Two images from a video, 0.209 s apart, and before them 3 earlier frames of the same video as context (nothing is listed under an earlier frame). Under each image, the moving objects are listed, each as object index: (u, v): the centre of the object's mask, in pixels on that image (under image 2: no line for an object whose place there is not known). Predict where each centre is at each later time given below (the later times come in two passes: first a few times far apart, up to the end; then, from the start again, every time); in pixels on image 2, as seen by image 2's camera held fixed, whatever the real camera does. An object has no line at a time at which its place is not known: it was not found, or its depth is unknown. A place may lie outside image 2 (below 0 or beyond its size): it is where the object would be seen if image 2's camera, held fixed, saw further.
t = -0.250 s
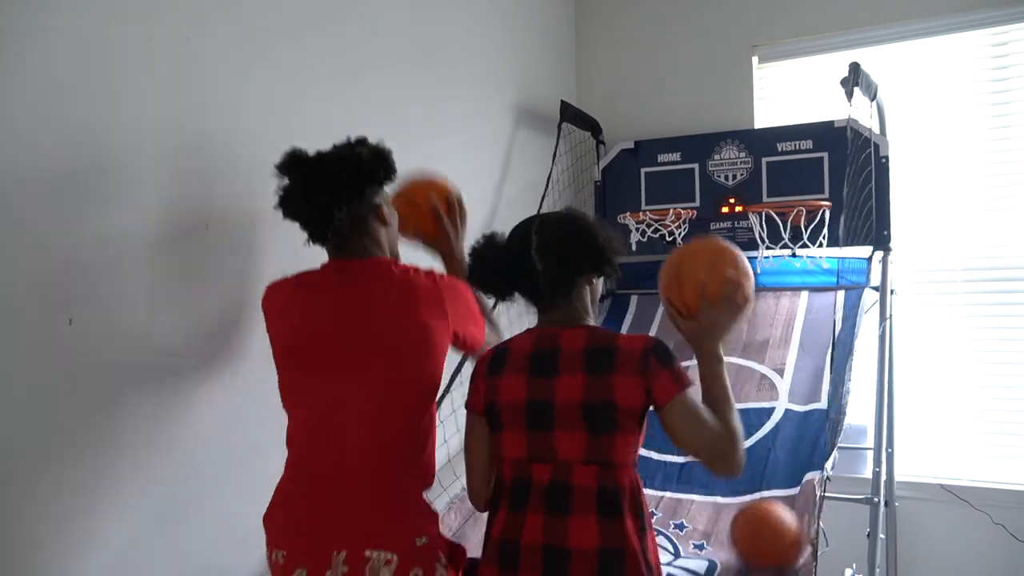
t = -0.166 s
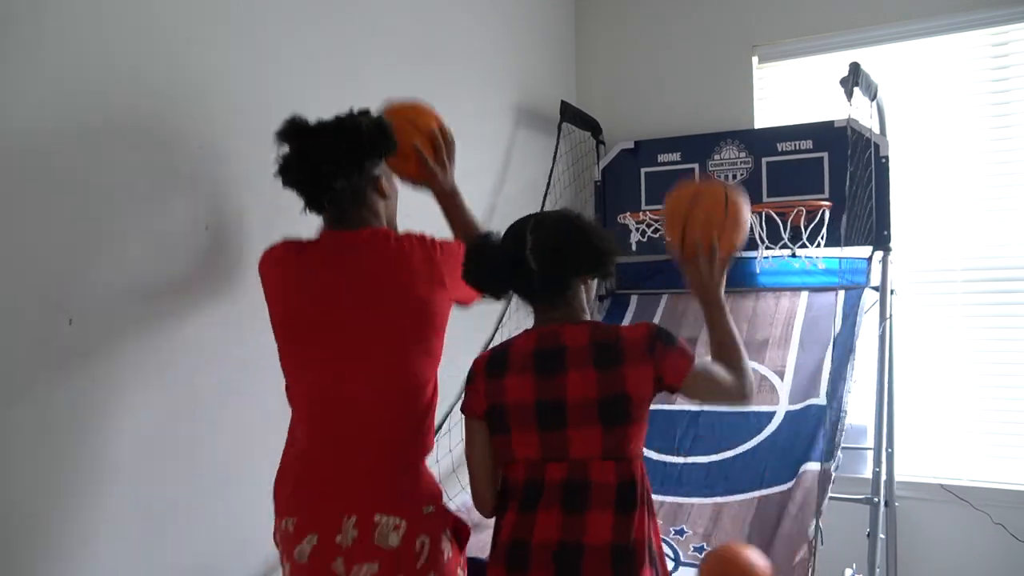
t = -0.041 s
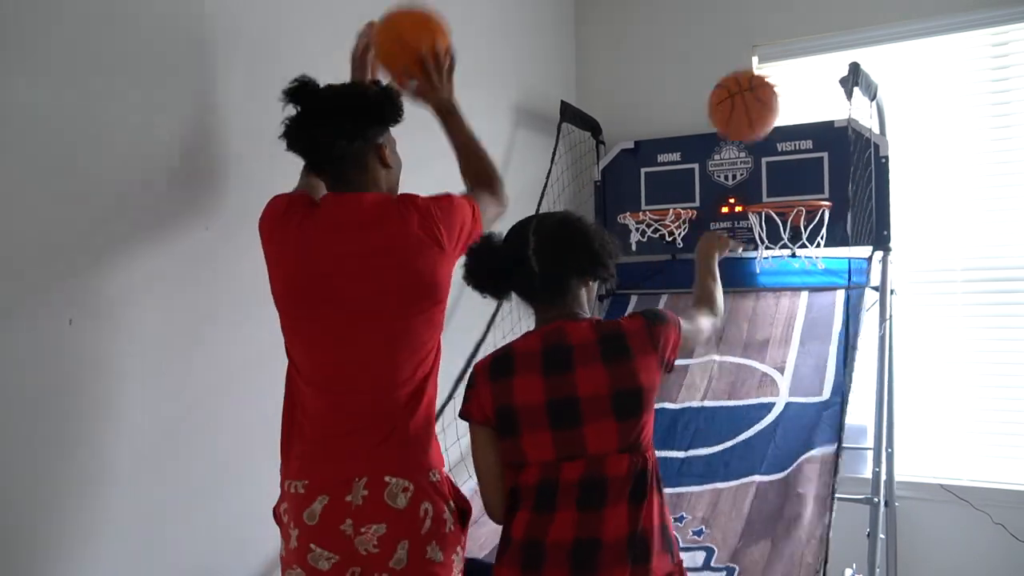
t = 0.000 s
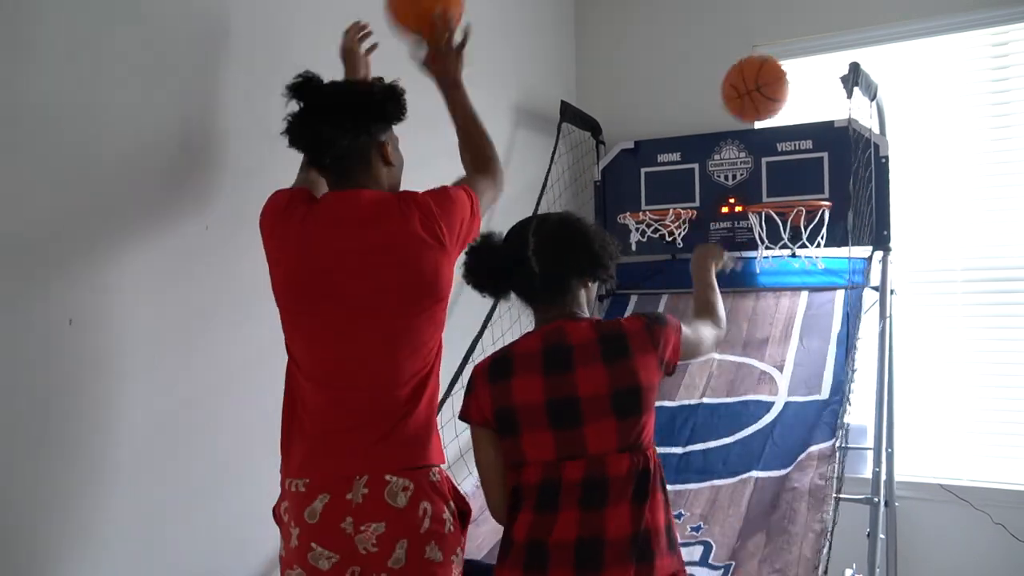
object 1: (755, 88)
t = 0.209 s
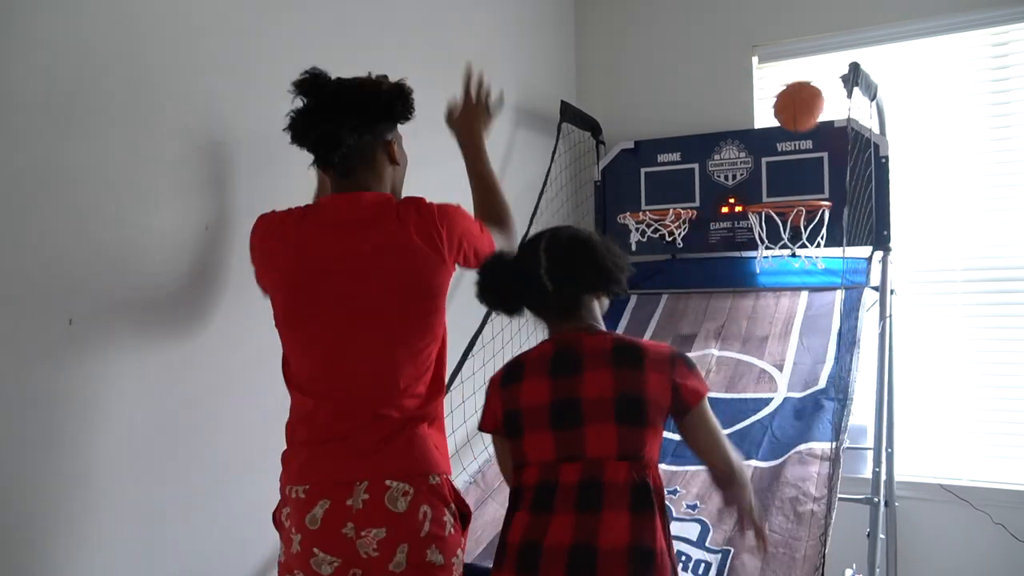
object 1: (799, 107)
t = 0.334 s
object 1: (815, 155)
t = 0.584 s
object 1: (762, 185)
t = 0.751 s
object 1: (732, 194)
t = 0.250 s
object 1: (806, 123)
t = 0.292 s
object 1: (813, 141)
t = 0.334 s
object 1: (815, 155)
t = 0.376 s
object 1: (813, 170)
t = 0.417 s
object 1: (811, 184)
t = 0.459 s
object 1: (798, 187)
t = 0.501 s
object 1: (782, 190)
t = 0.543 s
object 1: (770, 188)
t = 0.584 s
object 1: (762, 185)
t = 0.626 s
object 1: (754, 184)
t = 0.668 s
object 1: (747, 185)
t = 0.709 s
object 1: (740, 187)
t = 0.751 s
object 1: (732, 194)
